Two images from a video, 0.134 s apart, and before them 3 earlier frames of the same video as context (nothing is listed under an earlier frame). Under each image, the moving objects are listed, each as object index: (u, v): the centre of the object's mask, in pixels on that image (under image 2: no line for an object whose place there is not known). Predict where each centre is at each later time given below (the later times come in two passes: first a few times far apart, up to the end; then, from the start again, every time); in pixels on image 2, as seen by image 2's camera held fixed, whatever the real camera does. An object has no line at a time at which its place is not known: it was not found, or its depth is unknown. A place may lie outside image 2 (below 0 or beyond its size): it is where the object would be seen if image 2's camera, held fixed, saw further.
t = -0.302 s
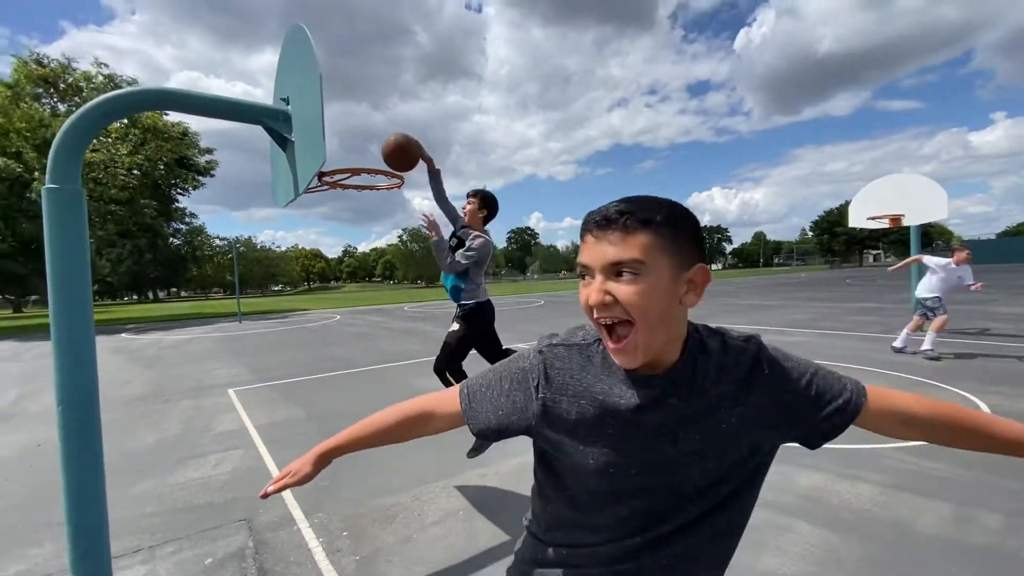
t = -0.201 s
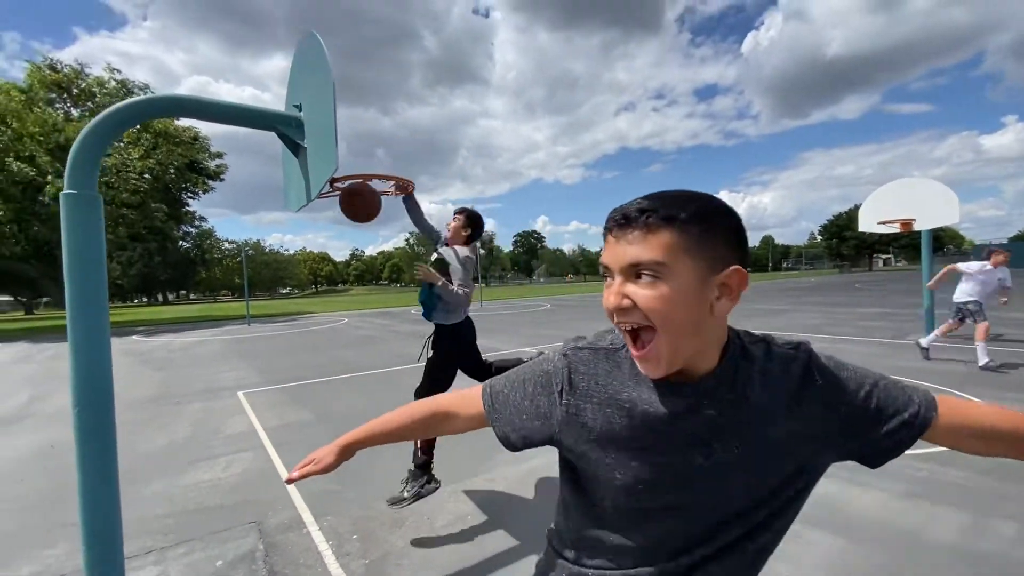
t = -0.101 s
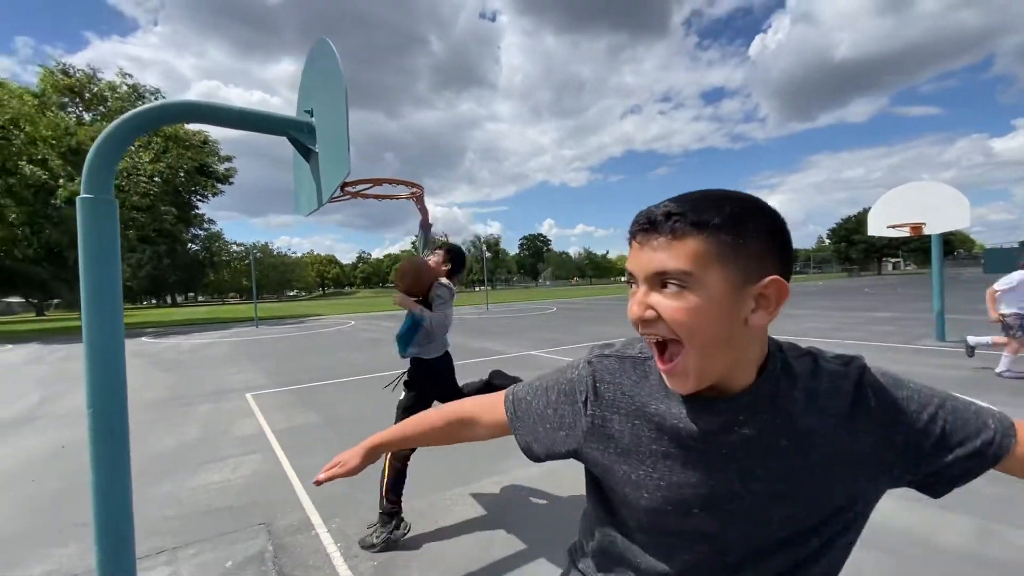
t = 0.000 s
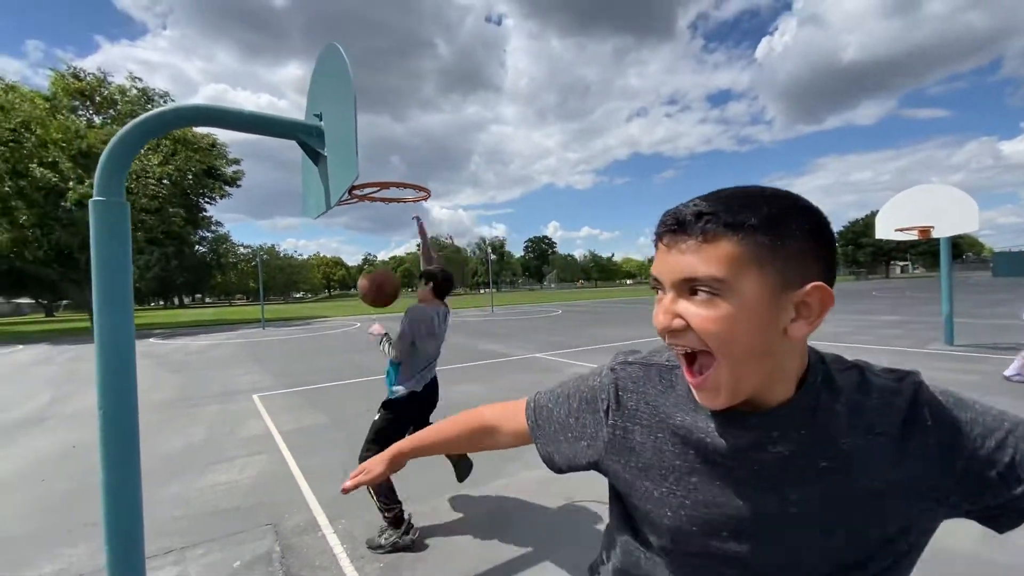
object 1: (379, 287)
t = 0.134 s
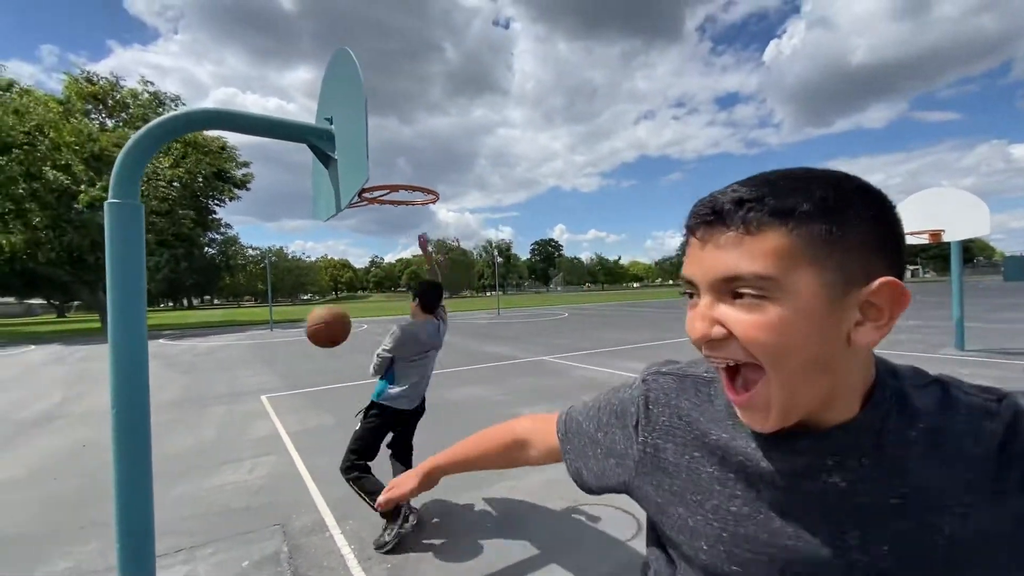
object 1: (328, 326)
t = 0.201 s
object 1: (297, 358)
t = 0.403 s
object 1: (196, 512)
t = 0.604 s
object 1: (182, 494)
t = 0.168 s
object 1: (312, 341)
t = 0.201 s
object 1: (297, 358)
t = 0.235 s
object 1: (280, 377)
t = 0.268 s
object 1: (264, 399)
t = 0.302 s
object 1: (247, 423)
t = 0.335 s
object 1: (230, 450)
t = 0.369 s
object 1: (213, 480)
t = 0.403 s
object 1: (196, 512)
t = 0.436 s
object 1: (180, 546)
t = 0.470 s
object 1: (177, 544)
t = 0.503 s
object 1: (178, 528)
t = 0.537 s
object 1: (179, 515)
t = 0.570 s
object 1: (180, 503)
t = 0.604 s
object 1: (182, 494)
